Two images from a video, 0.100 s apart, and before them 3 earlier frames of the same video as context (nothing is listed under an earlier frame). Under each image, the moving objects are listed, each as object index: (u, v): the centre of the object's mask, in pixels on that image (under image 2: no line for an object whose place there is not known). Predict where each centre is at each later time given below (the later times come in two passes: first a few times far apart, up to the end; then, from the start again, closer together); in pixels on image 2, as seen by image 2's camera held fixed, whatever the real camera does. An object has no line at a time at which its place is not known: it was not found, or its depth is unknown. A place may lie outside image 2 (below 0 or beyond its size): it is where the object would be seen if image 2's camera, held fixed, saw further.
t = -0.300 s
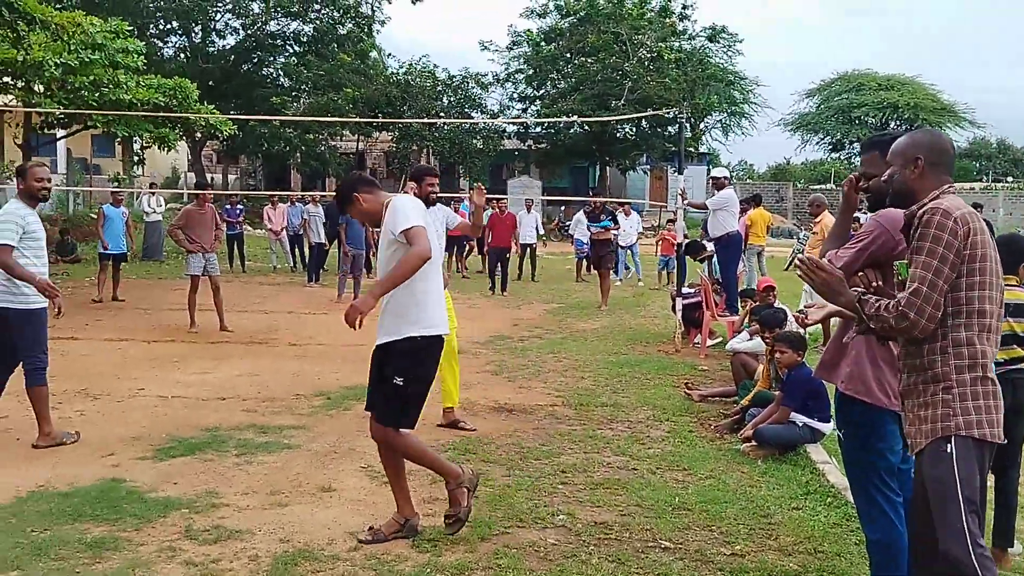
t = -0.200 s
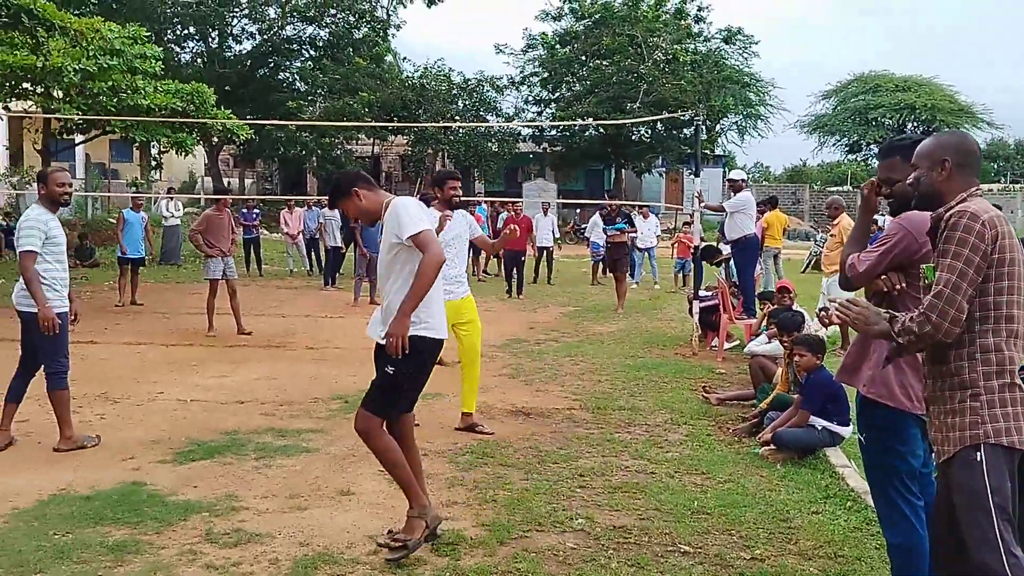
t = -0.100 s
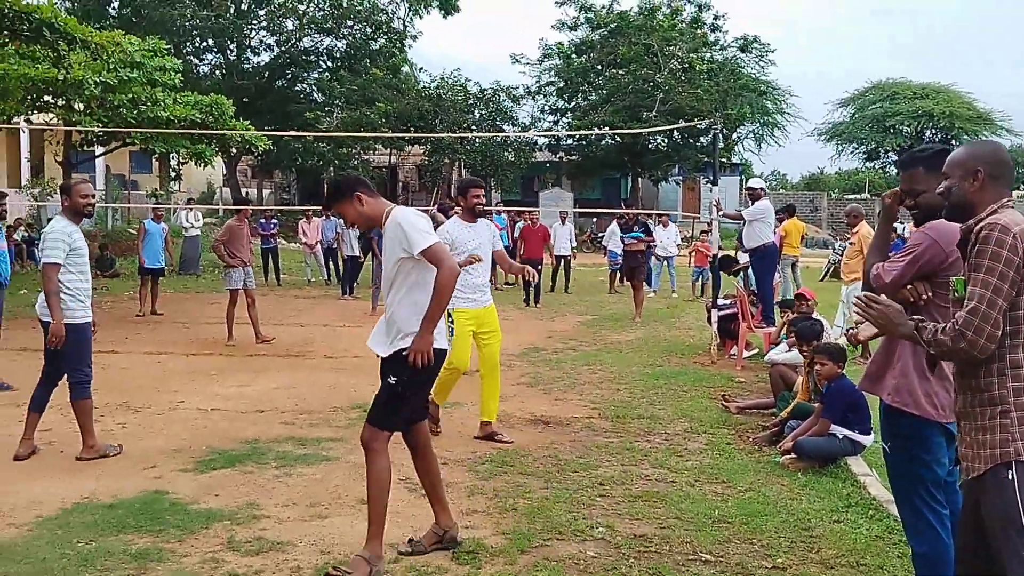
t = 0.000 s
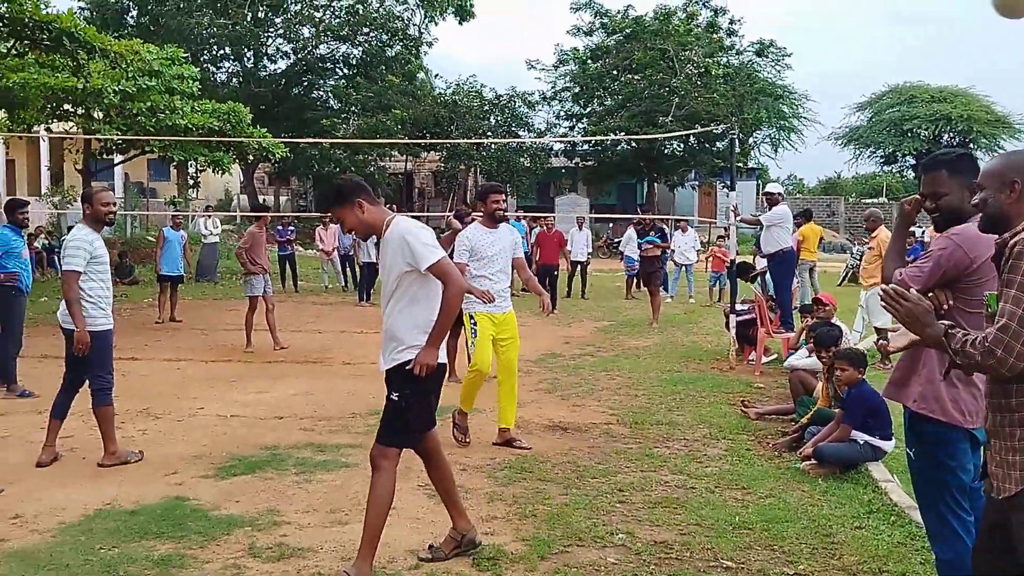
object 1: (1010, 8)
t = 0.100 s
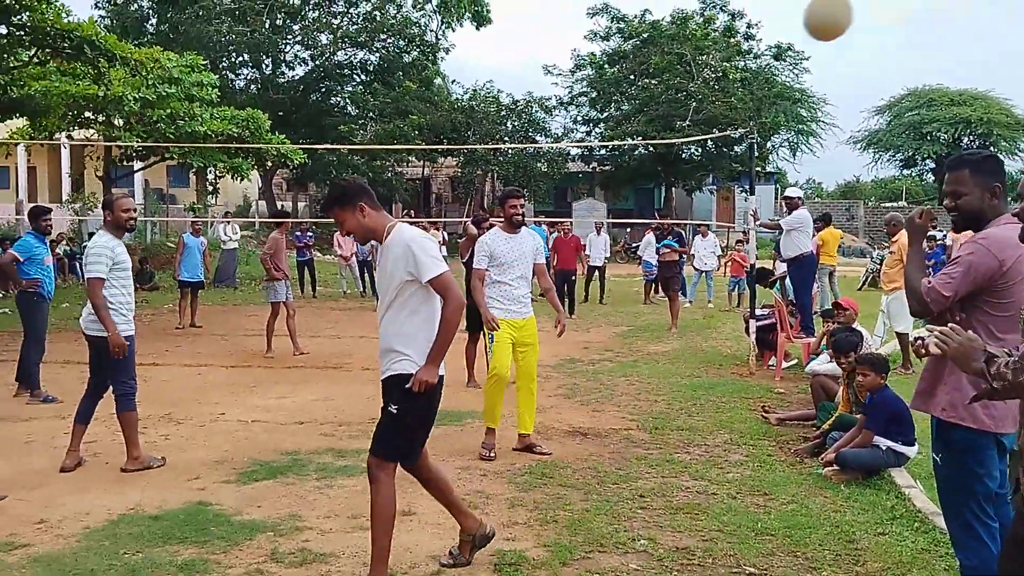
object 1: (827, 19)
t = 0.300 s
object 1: (460, 109)
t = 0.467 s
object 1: (200, 220)
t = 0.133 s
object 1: (762, 28)
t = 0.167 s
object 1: (698, 40)
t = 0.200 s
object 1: (637, 55)
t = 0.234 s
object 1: (577, 71)
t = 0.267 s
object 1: (517, 89)
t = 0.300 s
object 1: (460, 109)
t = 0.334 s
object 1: (403, 129)
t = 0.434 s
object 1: (252, 196)
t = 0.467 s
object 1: (200, 220)
